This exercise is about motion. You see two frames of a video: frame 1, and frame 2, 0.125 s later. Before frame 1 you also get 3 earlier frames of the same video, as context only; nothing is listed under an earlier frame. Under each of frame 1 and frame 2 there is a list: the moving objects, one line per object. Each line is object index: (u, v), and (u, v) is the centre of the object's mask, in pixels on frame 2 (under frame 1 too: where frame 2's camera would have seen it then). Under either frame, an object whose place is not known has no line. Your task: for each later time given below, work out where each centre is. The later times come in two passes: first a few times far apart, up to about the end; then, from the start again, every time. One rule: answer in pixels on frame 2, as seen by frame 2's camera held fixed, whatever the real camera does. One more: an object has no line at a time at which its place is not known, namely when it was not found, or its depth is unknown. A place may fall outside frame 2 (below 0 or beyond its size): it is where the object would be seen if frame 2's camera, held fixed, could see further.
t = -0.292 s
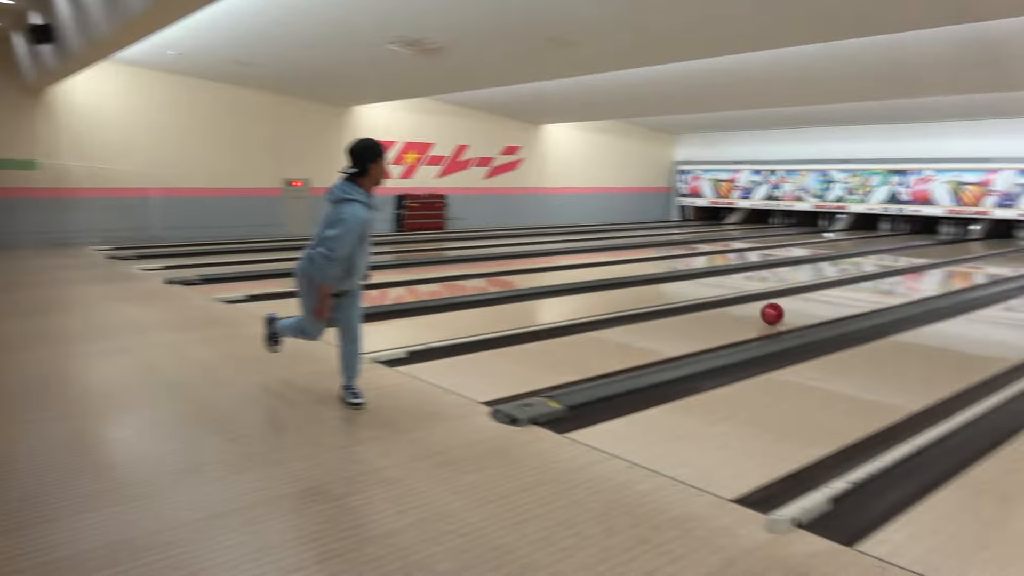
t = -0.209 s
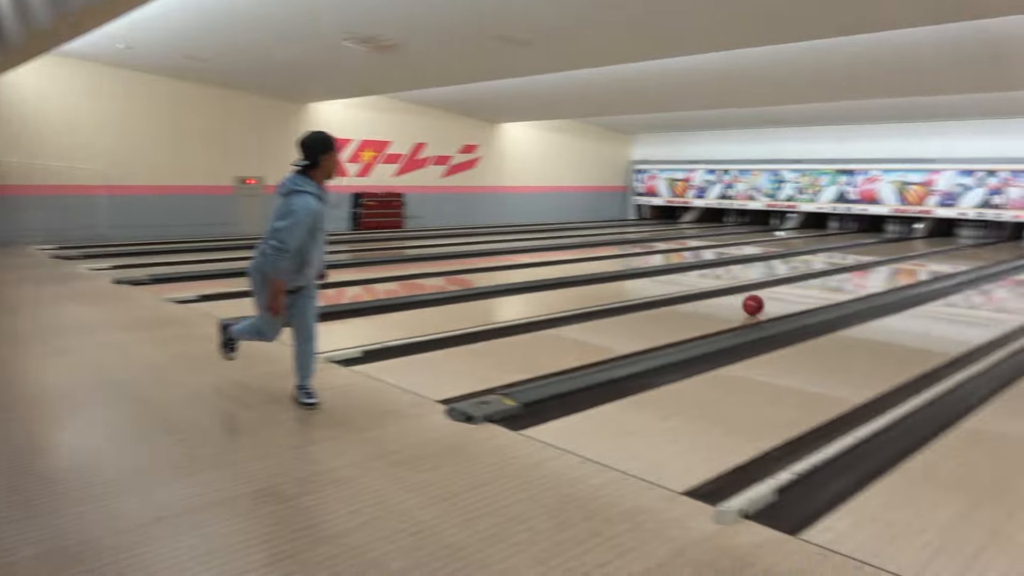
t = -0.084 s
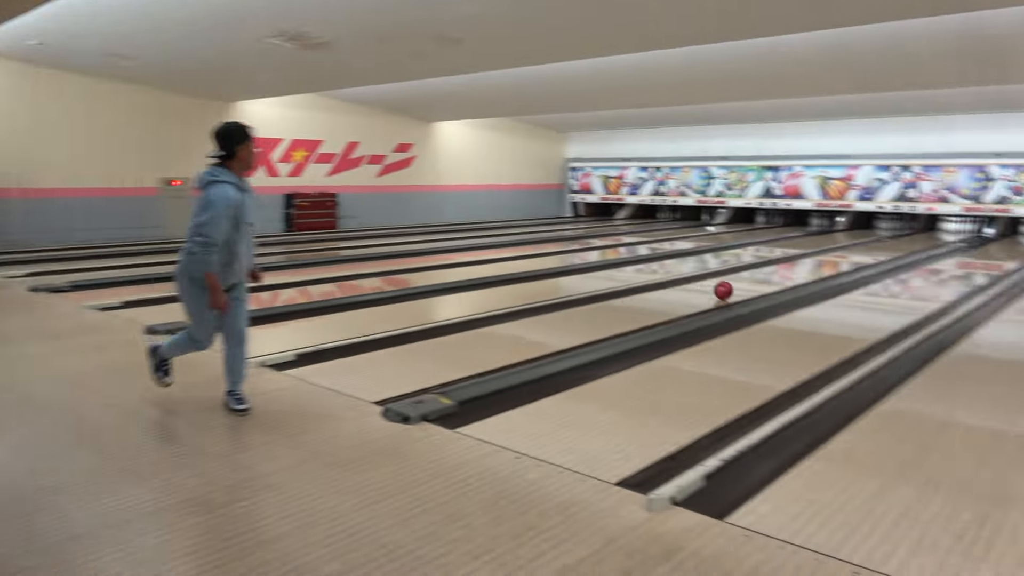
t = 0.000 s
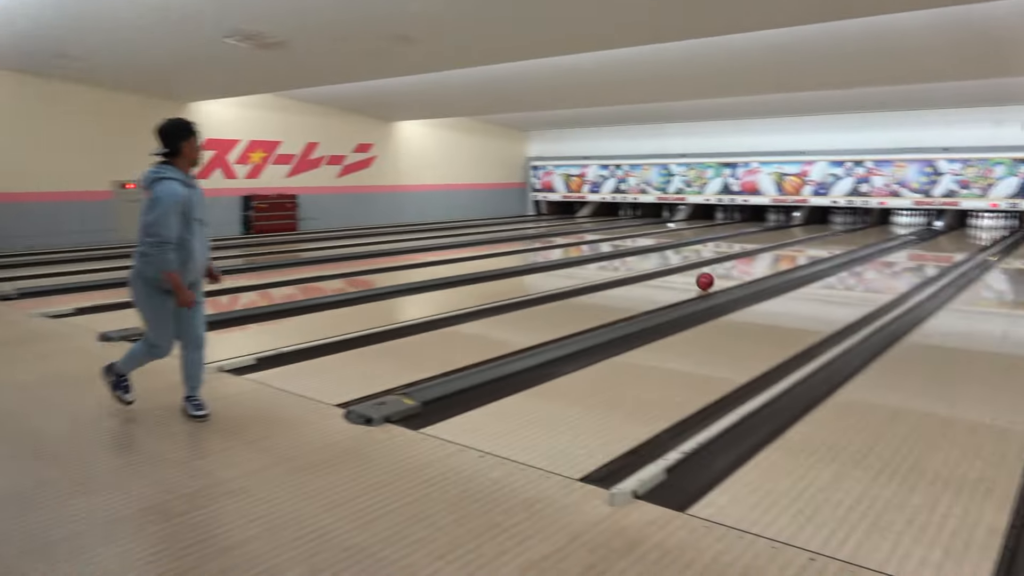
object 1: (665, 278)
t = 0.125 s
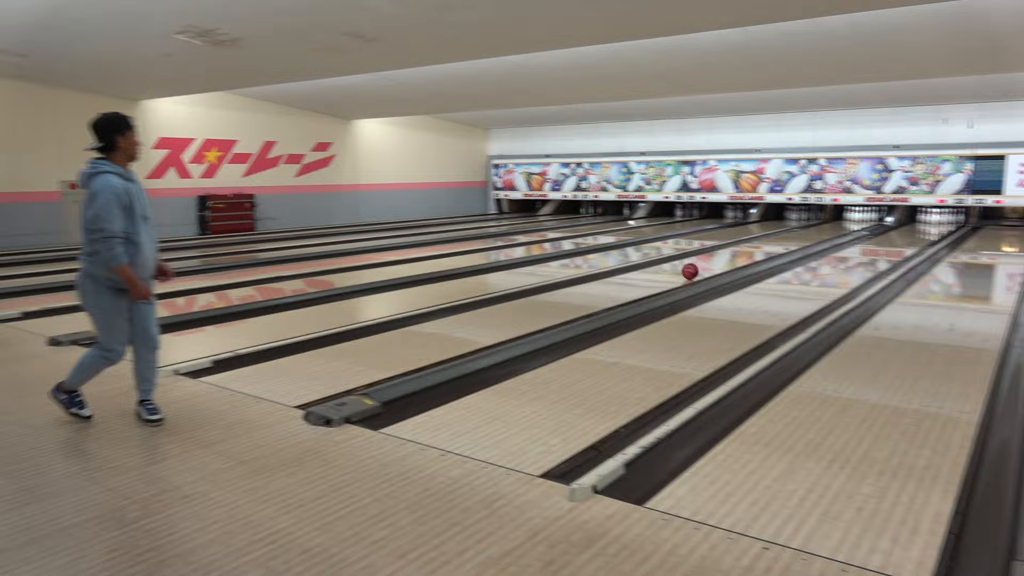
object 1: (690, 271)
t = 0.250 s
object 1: (714, 264)
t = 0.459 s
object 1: (744, 256)
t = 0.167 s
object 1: (699, 269)
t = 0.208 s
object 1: (706, 267)
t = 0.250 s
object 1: (714, 264)
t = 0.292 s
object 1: (720, 263)
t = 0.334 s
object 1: (728, 261)
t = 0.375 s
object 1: (733, 259)
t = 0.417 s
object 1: (740, 257)
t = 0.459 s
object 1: (744, 256)
